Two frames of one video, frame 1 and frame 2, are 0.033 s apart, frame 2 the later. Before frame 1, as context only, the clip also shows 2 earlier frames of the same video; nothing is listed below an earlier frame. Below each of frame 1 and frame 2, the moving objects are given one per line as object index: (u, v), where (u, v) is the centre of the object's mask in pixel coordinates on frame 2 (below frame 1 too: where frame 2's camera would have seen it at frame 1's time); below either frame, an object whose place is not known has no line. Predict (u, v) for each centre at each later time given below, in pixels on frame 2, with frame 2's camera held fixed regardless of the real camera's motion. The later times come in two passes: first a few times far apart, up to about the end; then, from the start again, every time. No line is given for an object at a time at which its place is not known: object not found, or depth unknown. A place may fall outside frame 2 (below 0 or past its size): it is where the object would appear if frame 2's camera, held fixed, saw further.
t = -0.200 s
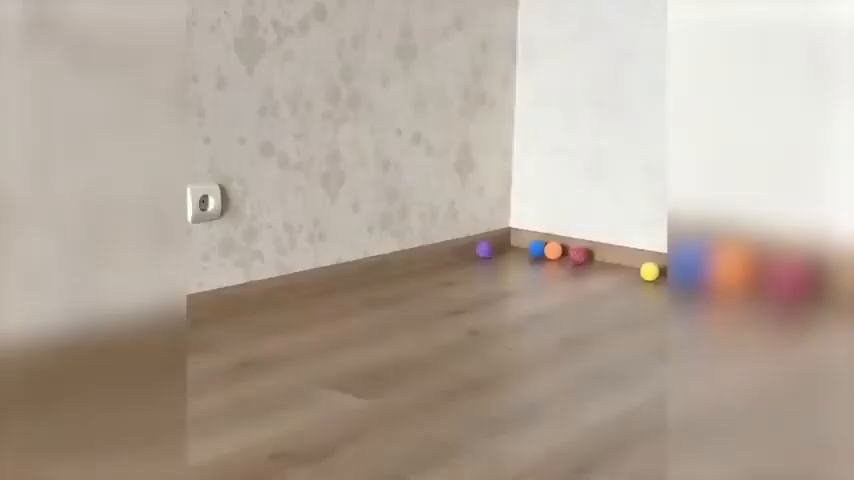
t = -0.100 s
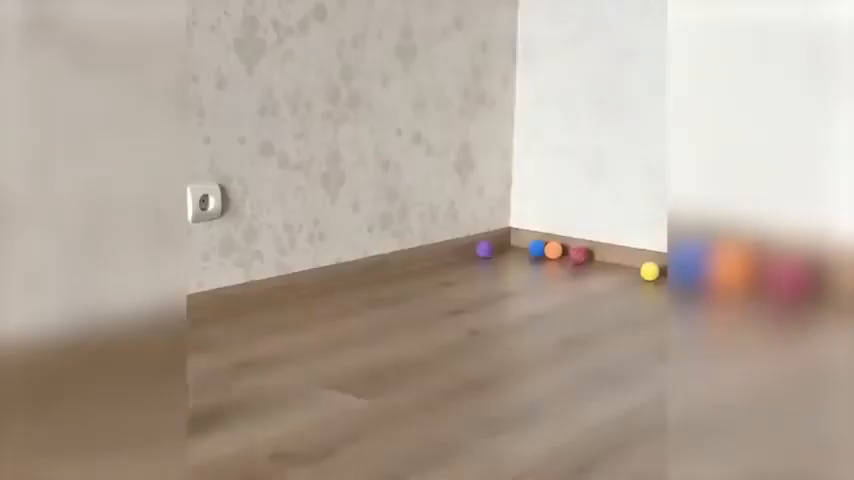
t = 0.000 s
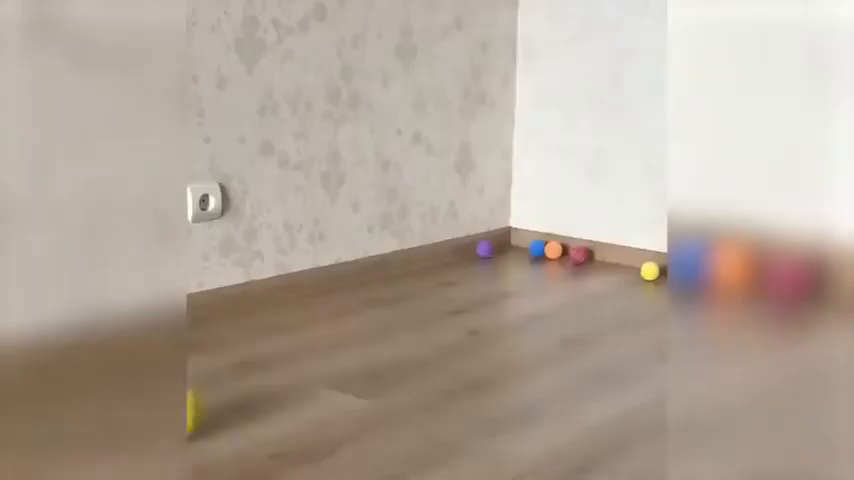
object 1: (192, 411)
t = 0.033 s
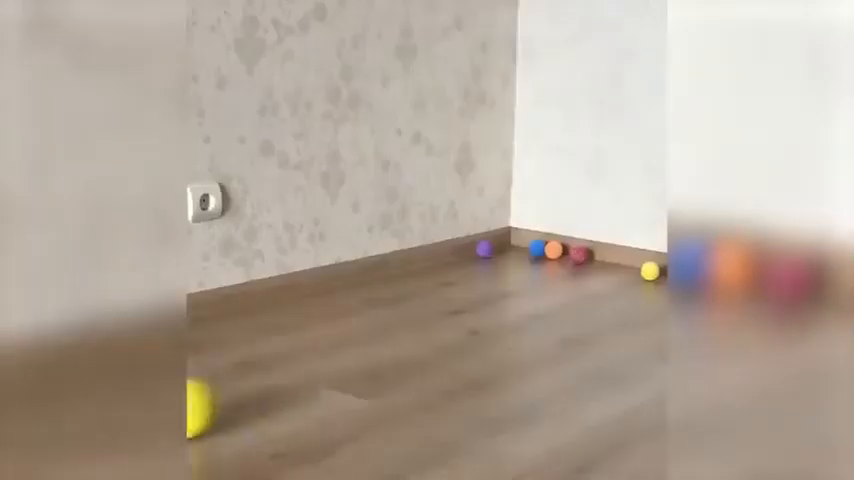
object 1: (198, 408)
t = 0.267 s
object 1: (288, 385)
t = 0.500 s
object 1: (382, 366)
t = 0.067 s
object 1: (206, 404)
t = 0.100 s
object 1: (214, 402)
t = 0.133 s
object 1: (231, 397)
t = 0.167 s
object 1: (245, 394)
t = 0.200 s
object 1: (259, 391)
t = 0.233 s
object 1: (272, 388)
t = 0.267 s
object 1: (288, 385)
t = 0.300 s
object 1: (304, 382)
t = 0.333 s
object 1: (318, 380)
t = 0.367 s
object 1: (330, 377)
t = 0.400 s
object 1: (343, 375)
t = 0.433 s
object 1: (357, 371)
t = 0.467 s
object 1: (369, 369)
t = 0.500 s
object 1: (382, 366)
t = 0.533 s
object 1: (394, 364)
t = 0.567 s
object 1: (407, 362)
